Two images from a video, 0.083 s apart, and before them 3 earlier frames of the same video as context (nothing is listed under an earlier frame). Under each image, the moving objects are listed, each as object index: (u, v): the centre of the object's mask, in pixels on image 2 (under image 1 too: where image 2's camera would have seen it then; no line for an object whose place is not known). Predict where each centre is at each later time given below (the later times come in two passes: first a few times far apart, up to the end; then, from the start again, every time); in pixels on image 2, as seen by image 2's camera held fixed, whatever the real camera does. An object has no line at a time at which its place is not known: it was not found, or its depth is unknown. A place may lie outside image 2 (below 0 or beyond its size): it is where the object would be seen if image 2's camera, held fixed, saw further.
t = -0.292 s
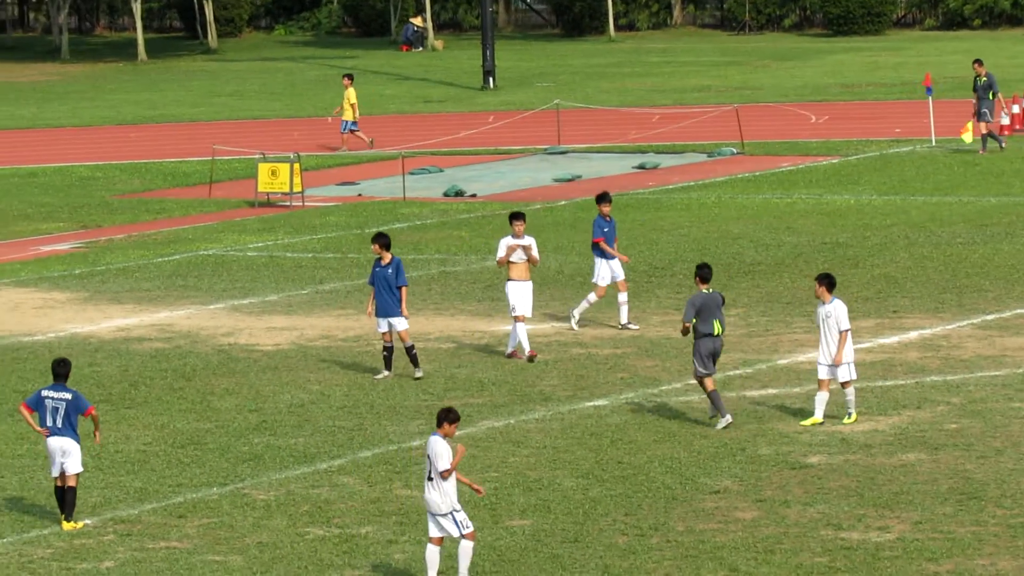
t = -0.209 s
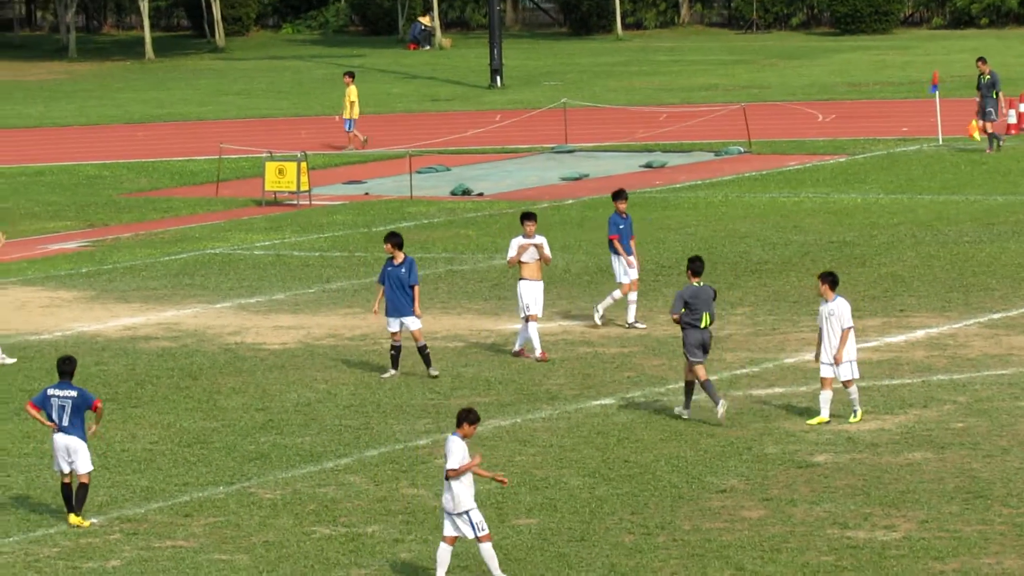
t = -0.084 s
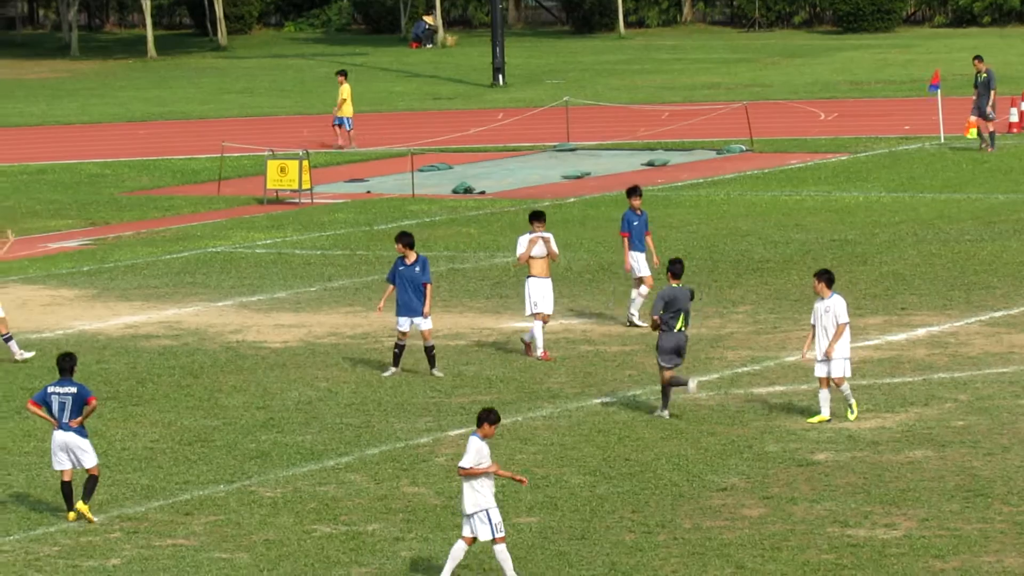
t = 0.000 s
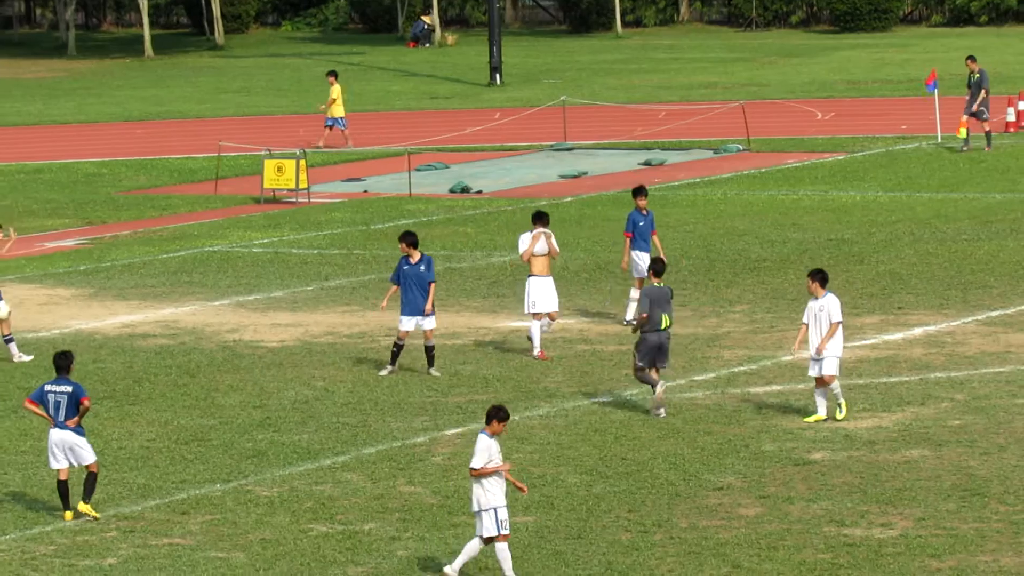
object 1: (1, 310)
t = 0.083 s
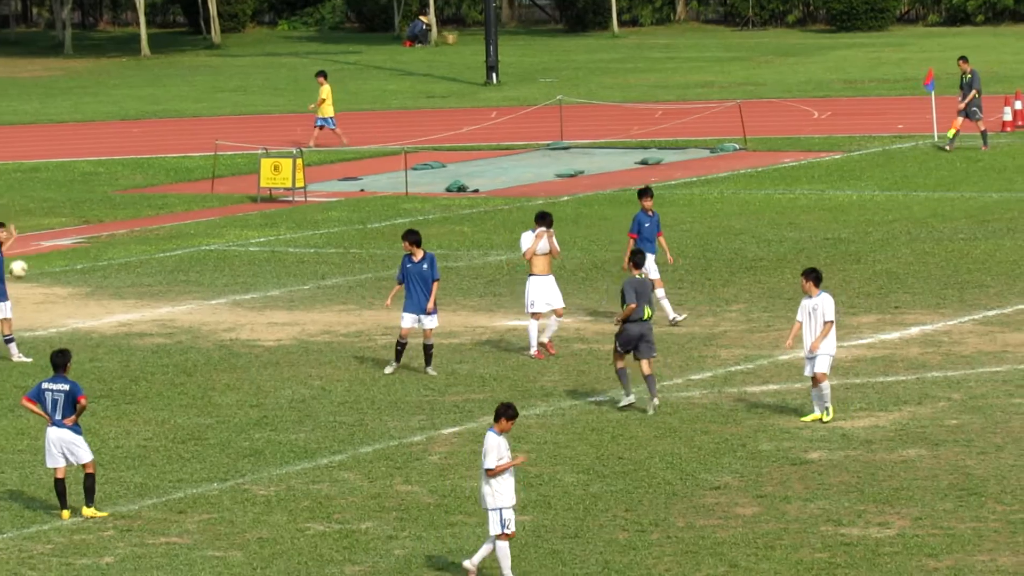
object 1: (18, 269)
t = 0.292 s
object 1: (67, 191)
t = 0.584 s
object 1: (132, 143)
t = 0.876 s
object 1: (196, 166)
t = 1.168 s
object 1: (258, 260)
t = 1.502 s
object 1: (307, 273)
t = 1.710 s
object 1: (327, 224)
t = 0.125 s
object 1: (28, 250)
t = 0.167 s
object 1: (38, 234)
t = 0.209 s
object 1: (48, 218)
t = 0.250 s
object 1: (58, 203)
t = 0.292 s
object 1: (67, 191)
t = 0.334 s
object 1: (76, 180)
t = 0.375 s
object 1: (85, 170)
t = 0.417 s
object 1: (96, 161)
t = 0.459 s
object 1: (104, 154)
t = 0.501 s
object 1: (113, 149)
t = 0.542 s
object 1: (122, 145)
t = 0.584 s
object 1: (132, 143)
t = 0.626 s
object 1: (141, 142)
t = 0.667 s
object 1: (150, 142)
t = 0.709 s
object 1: (160, 144)
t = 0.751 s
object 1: (169, 147)
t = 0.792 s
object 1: (178, 151)
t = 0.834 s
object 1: (187, 159)
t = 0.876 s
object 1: (196, 166)
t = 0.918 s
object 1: (205, 176)
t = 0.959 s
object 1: (214, 186)
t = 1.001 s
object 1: (222, 198)
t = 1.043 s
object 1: (231, 211)
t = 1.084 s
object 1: (240, 226)
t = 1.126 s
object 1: (249, 243)
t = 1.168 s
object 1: (258, 260)
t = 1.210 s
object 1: (266, 279)
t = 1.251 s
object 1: (275, 300)
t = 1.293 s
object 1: (283, 322)
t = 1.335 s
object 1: (291, 338)
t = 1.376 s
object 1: (294, 320)
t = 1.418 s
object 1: (299, 303)
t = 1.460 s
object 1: (302, 288)
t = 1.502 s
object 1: (307, 273)
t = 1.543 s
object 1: (311, 261)
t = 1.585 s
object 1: (315, 250)
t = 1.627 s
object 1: (319, 240)
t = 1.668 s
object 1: (324, 231)
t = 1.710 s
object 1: (327, 224)
